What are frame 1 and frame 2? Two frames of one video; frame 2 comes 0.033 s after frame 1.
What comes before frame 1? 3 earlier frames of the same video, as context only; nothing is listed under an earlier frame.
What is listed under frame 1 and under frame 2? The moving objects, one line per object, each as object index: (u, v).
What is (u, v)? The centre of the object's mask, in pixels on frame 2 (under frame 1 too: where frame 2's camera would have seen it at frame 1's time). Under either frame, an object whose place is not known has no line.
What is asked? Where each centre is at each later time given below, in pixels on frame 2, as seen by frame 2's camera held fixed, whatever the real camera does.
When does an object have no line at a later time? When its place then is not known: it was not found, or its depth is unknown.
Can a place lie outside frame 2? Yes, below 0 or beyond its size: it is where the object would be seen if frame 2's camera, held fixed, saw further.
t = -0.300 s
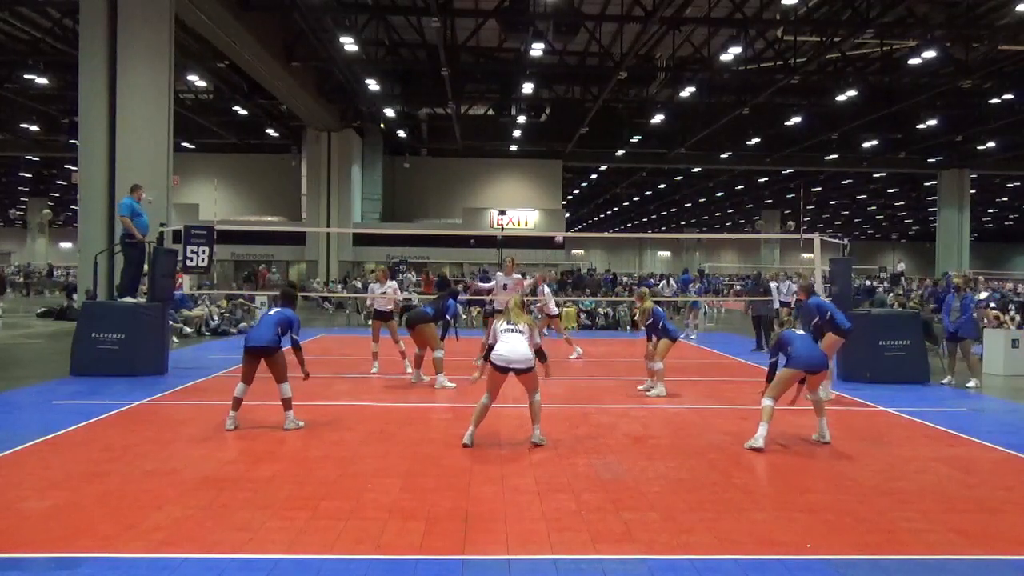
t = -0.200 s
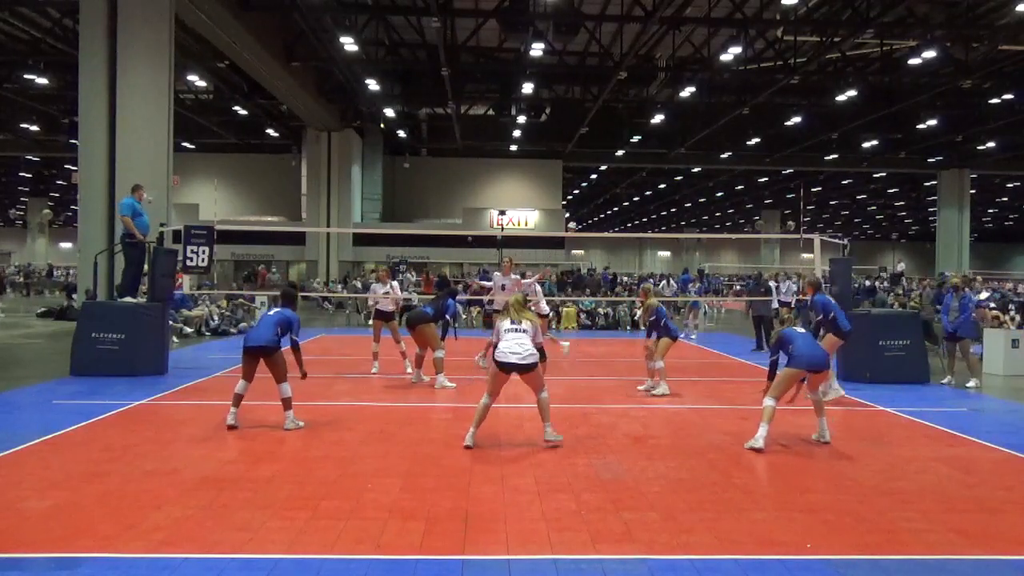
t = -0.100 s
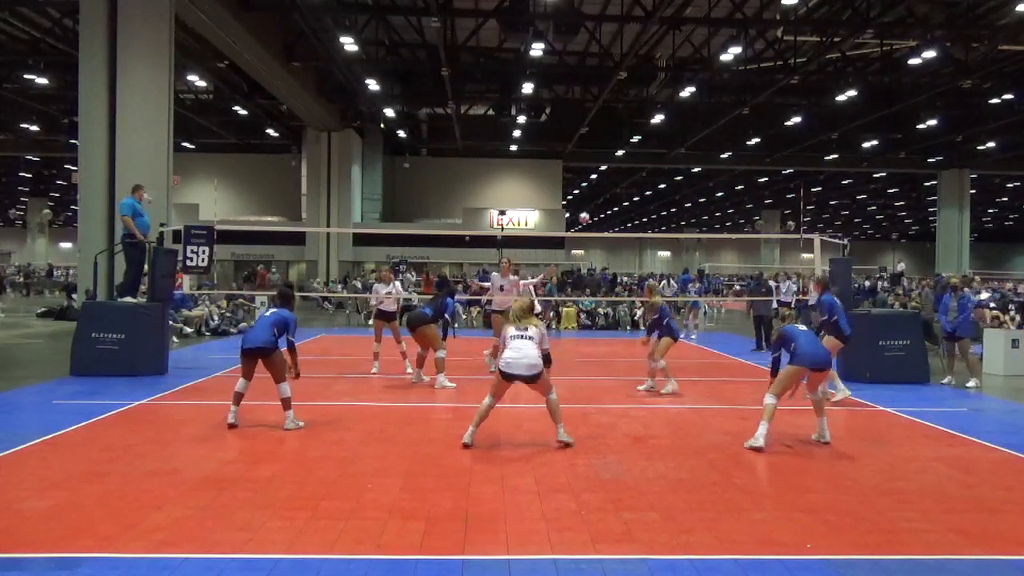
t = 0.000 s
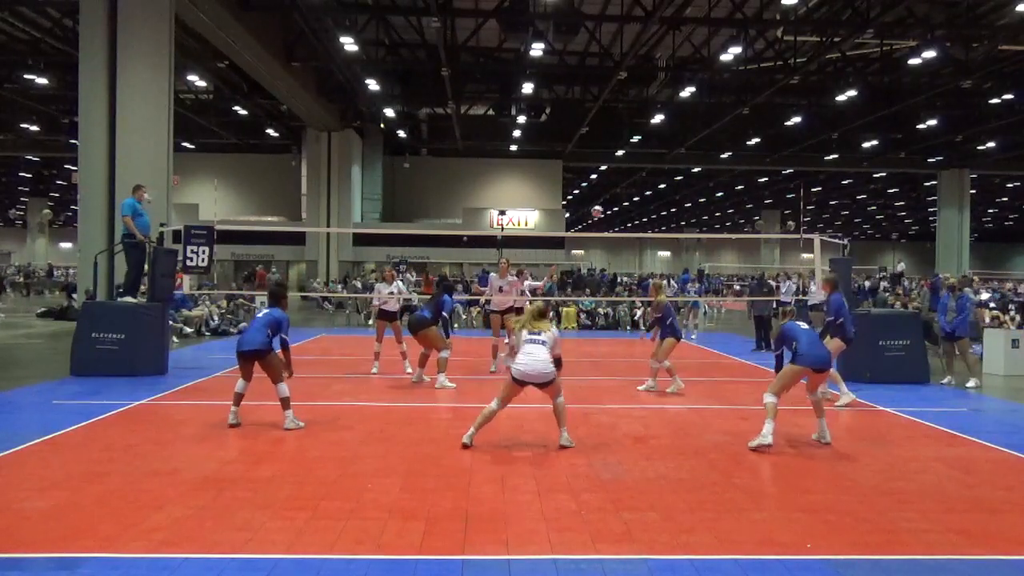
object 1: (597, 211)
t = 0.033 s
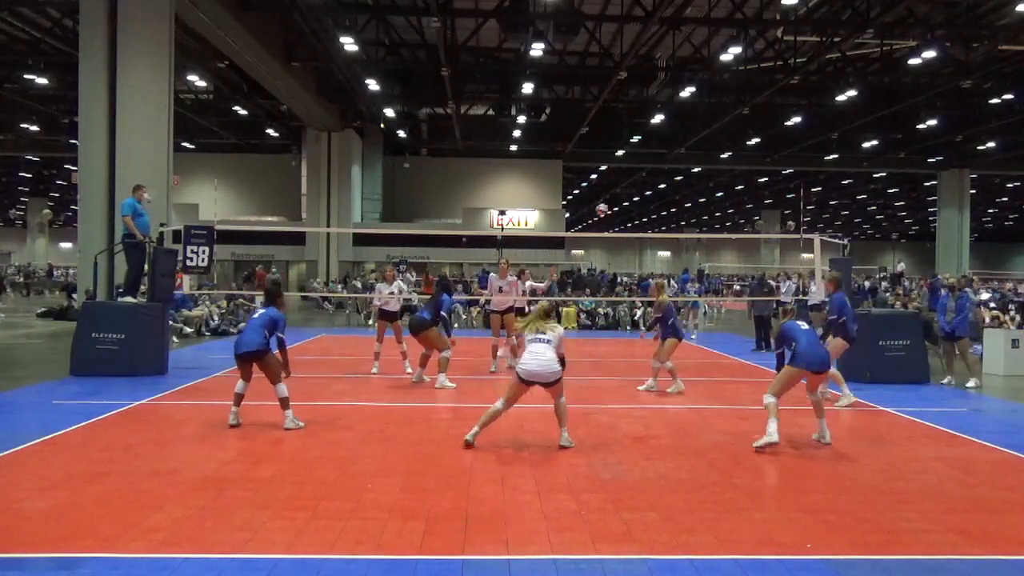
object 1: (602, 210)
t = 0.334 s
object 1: (660, 218)
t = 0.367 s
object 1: (669, 222)
